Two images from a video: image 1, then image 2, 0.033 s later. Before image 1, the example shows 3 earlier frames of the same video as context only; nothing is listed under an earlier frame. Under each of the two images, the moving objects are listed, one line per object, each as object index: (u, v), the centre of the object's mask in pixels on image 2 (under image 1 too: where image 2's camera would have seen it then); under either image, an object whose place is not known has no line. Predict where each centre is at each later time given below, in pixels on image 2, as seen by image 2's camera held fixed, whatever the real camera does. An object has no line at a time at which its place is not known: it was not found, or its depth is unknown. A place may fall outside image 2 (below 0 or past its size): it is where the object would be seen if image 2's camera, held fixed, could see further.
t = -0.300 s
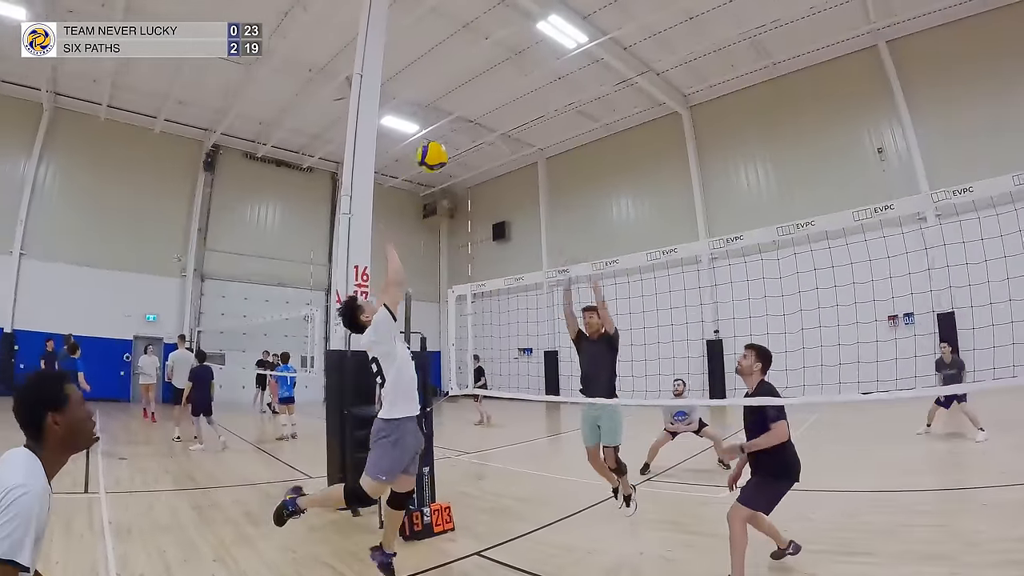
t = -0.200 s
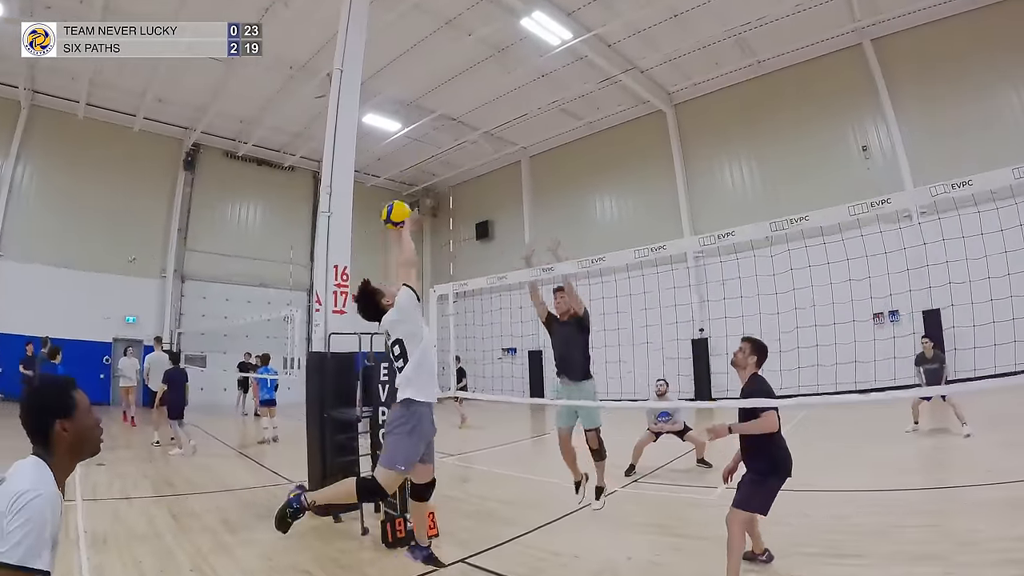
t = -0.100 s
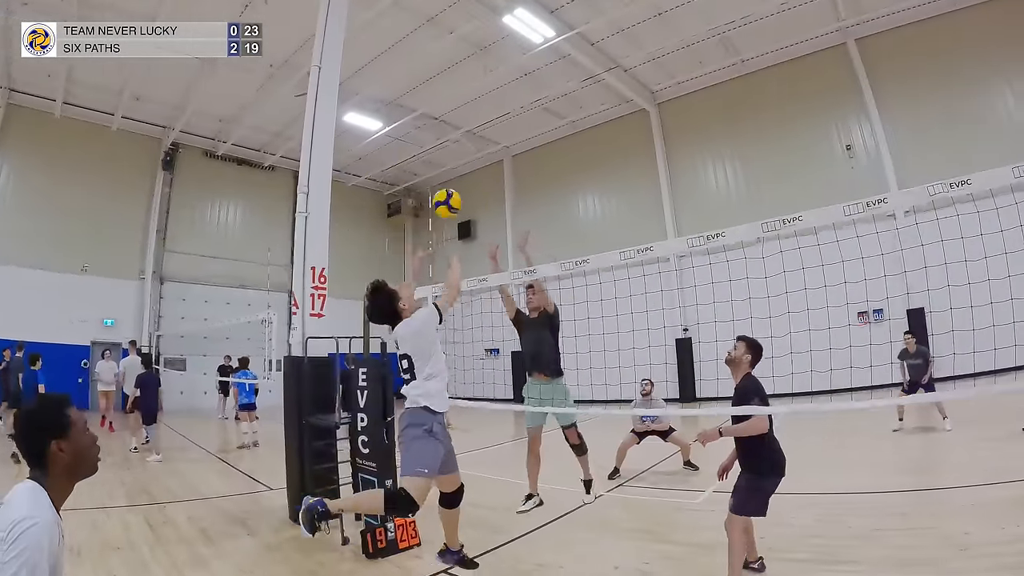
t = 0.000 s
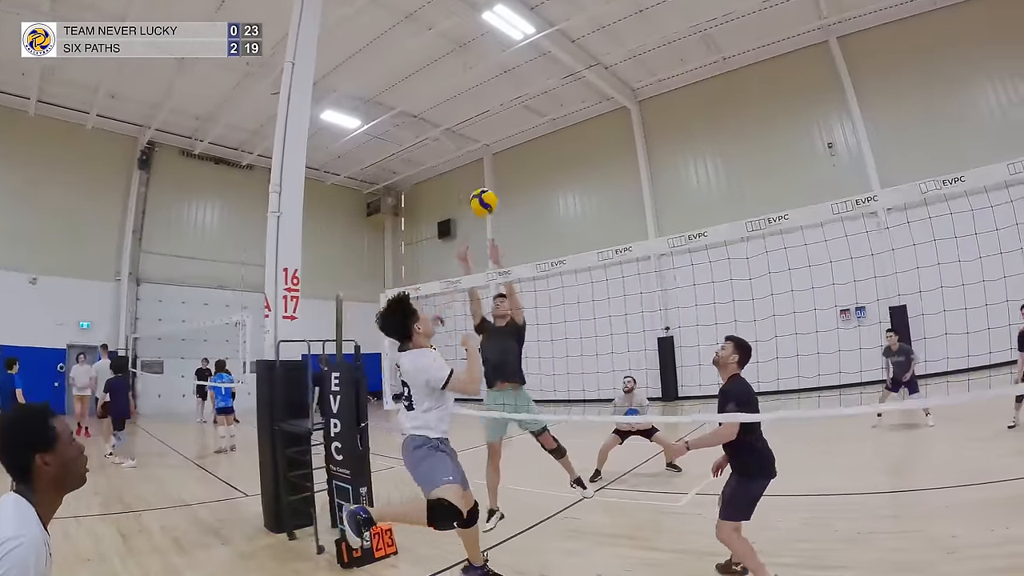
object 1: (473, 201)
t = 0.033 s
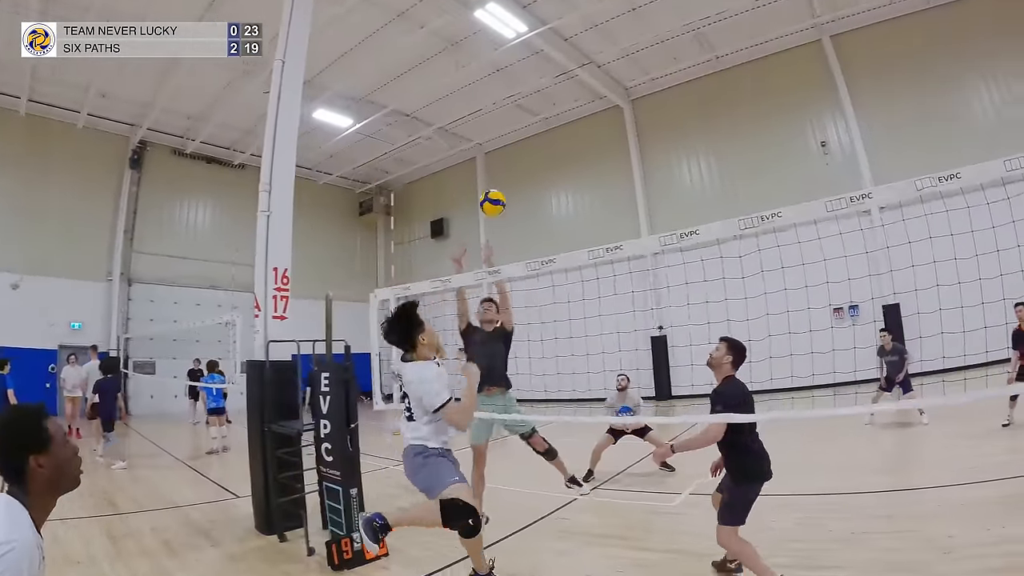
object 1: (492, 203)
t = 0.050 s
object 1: (500, 204)
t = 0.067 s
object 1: (507, 205)
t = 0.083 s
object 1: (515, 207)
